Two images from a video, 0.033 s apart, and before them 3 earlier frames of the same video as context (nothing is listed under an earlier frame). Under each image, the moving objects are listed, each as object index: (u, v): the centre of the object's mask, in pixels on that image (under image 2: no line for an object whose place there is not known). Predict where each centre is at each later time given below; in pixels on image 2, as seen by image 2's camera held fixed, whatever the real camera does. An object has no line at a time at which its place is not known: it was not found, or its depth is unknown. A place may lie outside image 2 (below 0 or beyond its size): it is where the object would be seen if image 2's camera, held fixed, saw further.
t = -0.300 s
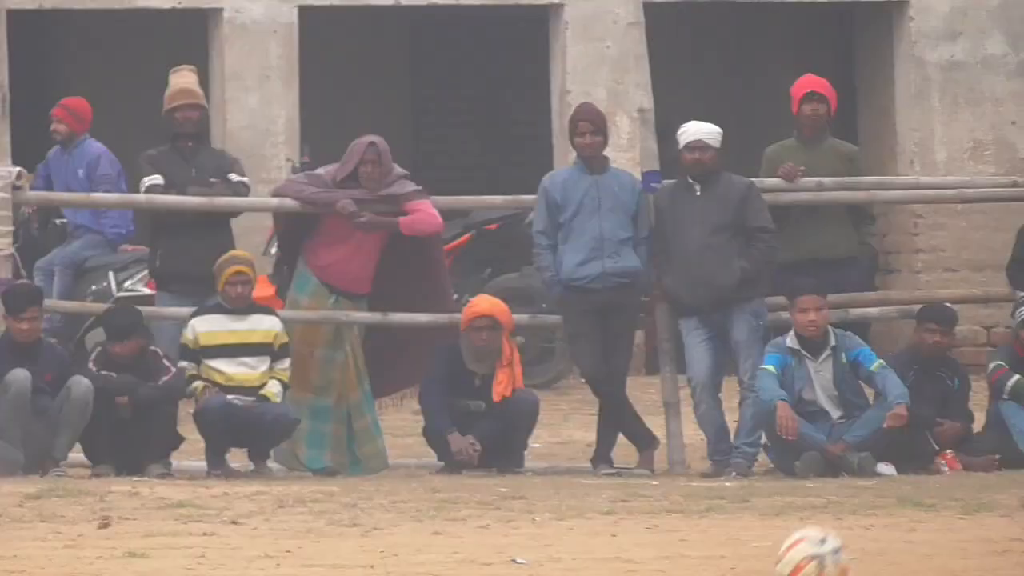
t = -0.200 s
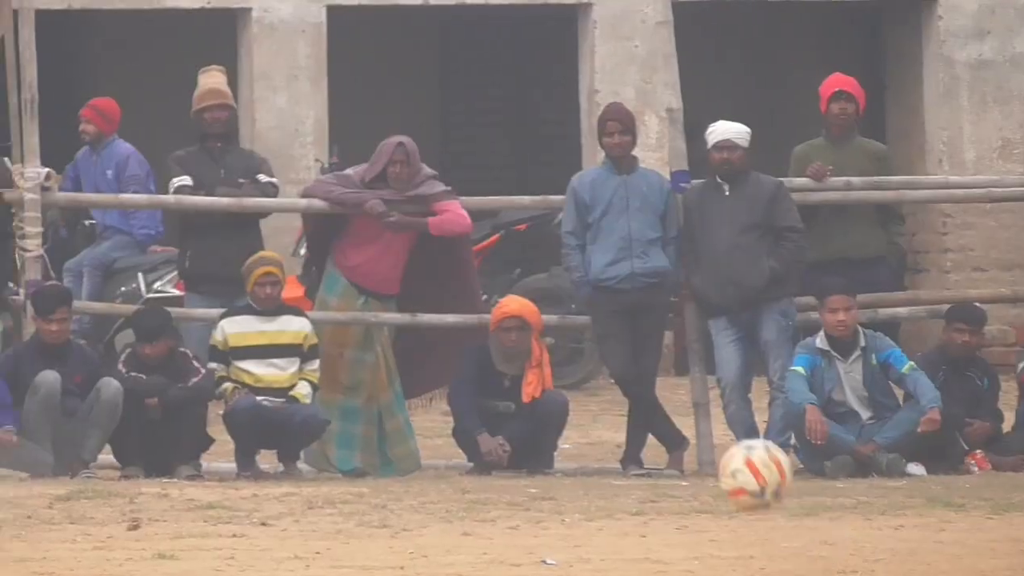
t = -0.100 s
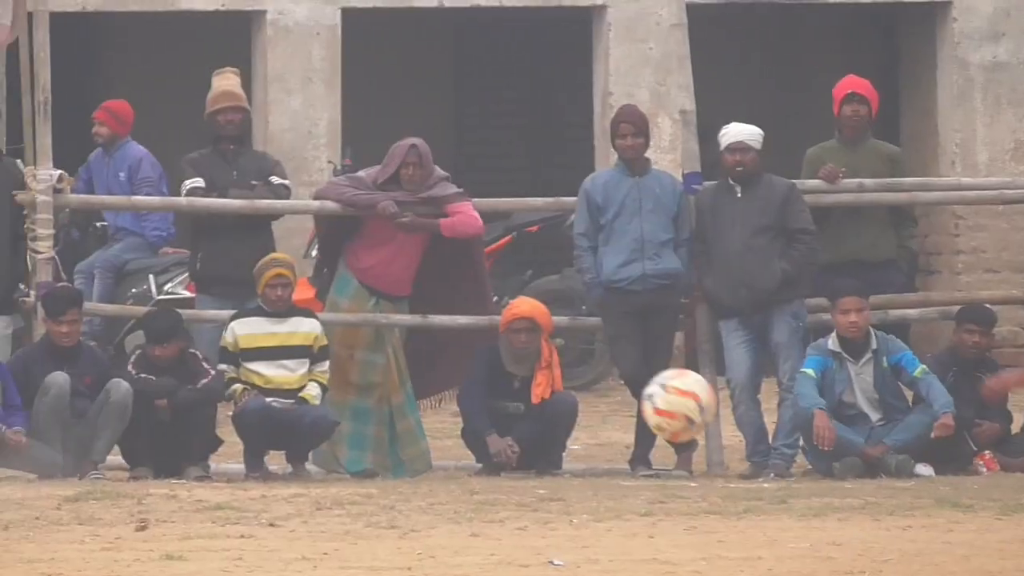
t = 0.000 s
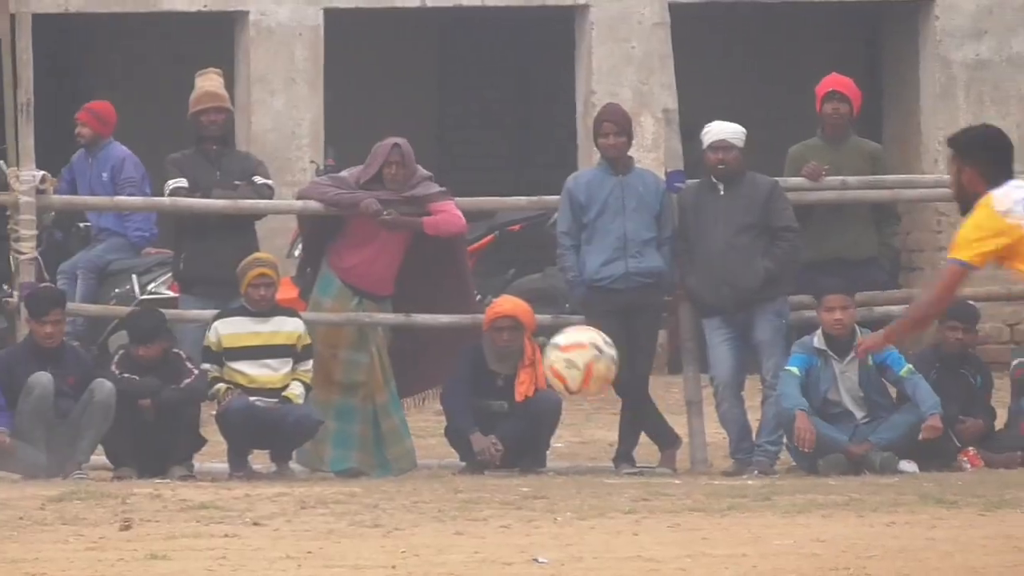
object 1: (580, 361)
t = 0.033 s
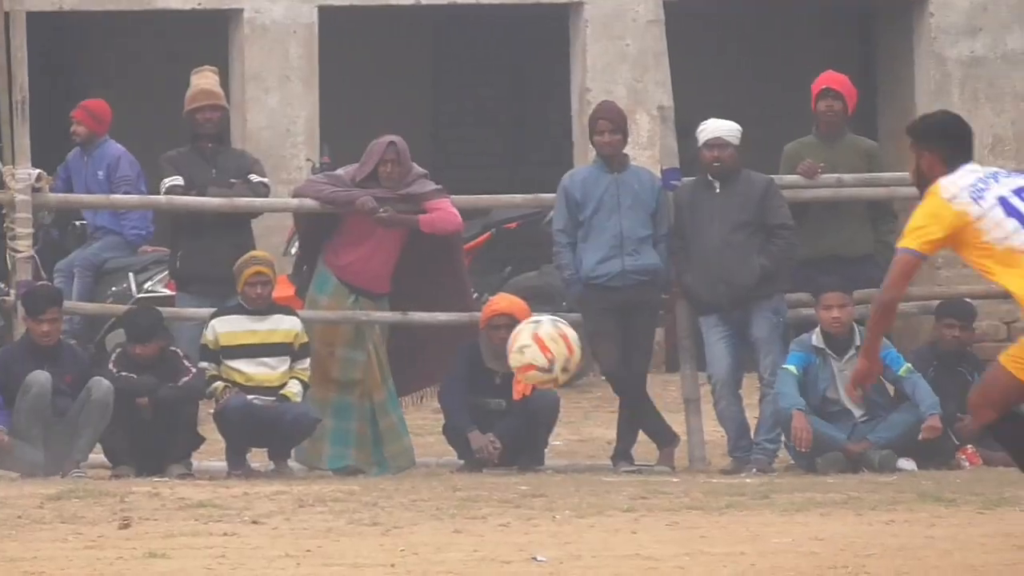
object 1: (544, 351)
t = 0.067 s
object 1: (527, 349)
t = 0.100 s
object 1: (492, 350)
